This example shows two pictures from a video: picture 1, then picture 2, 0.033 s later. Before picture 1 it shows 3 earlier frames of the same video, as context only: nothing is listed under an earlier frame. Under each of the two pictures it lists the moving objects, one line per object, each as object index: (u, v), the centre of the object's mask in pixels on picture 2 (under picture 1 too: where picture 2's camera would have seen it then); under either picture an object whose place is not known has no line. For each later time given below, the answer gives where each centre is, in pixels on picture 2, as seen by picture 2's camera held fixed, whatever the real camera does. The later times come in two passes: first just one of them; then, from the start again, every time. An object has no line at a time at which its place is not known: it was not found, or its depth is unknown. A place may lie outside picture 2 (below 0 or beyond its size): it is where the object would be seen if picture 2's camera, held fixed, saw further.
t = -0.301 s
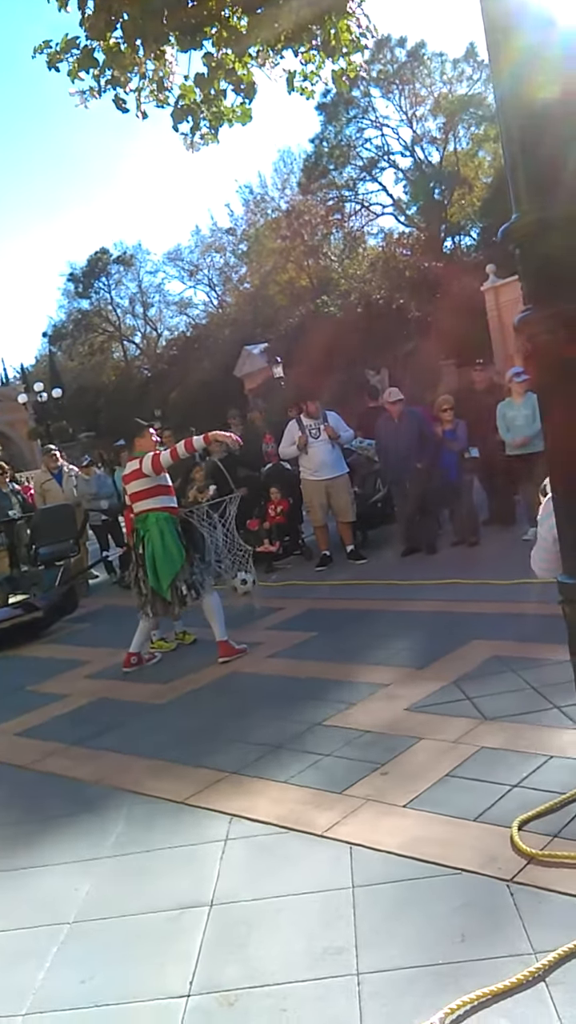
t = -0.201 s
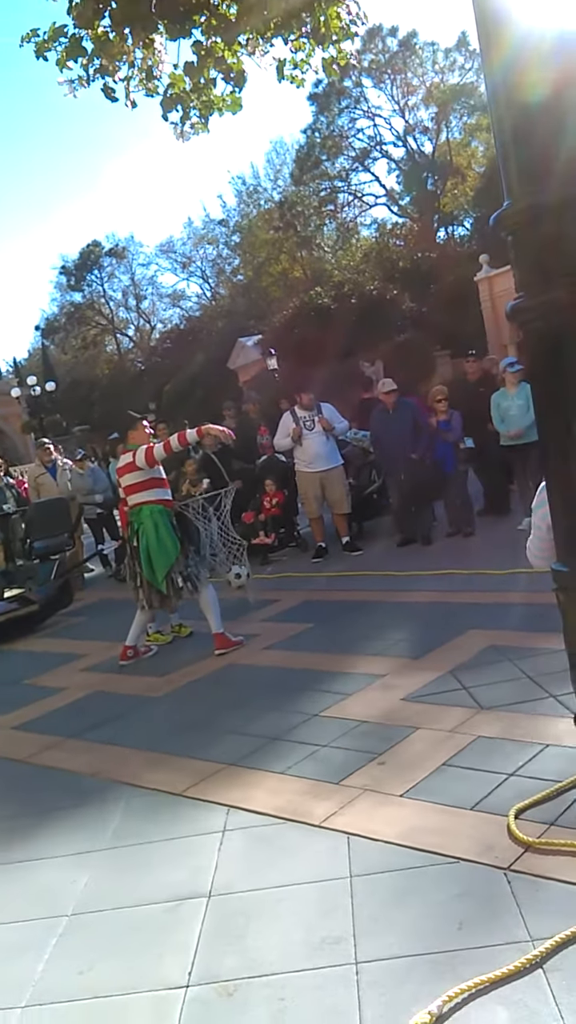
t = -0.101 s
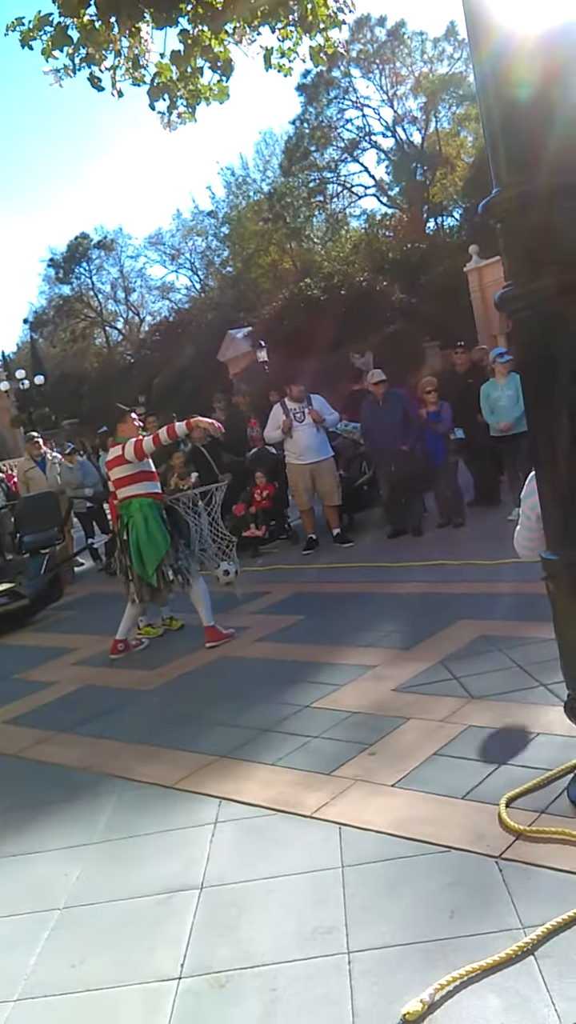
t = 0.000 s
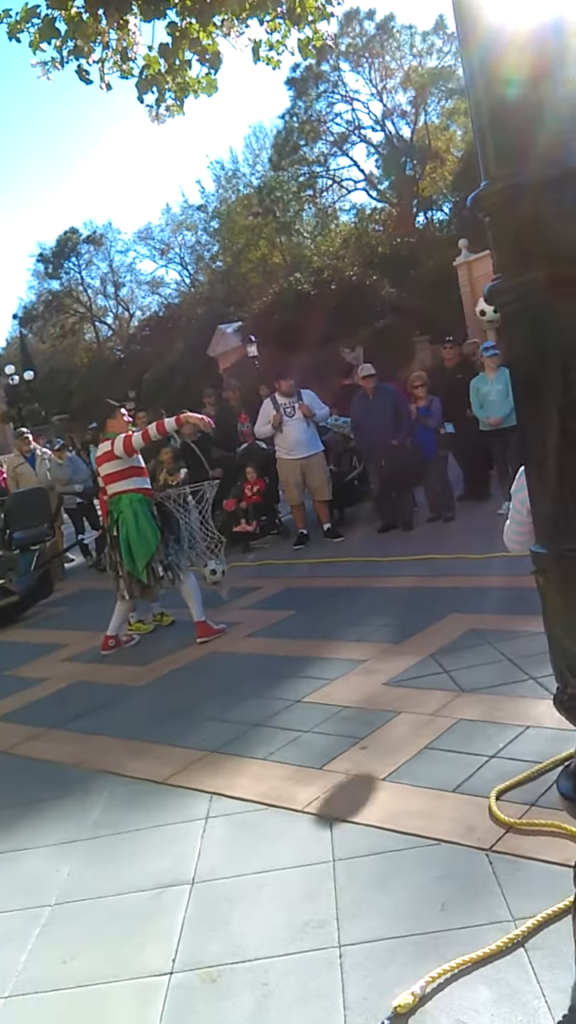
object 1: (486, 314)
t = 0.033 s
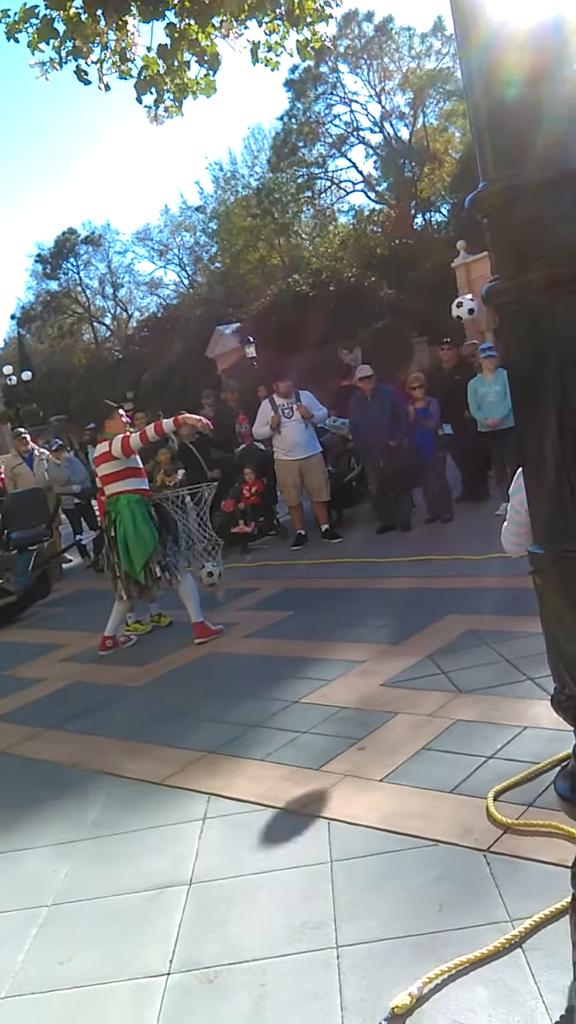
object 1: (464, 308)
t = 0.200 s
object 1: (361, 328)
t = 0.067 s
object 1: (444, 310)
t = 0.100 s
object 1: (422, 312)
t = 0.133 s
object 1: (401, 316)
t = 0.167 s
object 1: (381, 322)
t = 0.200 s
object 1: (361, 328)
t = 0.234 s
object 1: (342, 337)
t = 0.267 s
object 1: (323, 347)
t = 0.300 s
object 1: (304, 359)
